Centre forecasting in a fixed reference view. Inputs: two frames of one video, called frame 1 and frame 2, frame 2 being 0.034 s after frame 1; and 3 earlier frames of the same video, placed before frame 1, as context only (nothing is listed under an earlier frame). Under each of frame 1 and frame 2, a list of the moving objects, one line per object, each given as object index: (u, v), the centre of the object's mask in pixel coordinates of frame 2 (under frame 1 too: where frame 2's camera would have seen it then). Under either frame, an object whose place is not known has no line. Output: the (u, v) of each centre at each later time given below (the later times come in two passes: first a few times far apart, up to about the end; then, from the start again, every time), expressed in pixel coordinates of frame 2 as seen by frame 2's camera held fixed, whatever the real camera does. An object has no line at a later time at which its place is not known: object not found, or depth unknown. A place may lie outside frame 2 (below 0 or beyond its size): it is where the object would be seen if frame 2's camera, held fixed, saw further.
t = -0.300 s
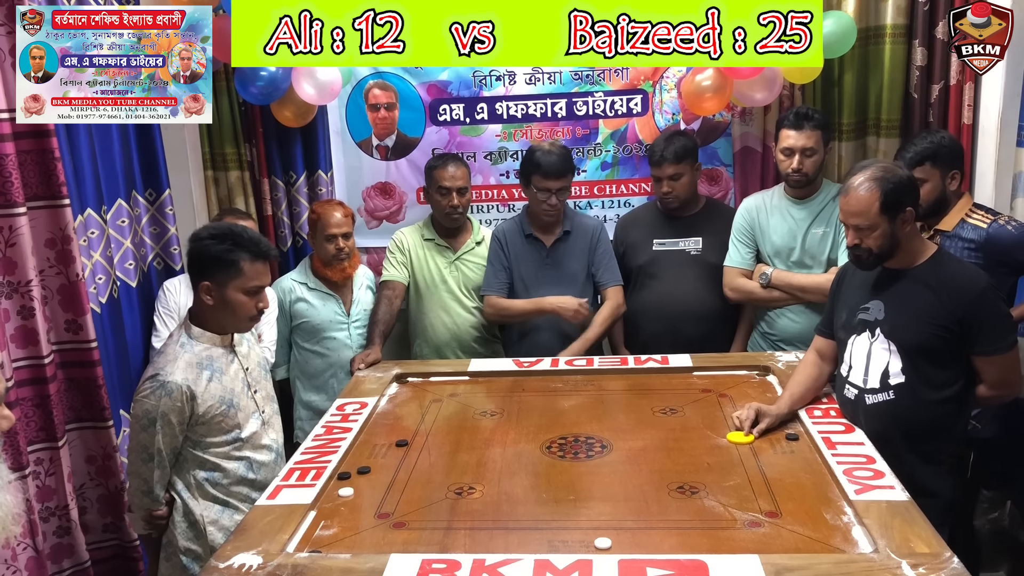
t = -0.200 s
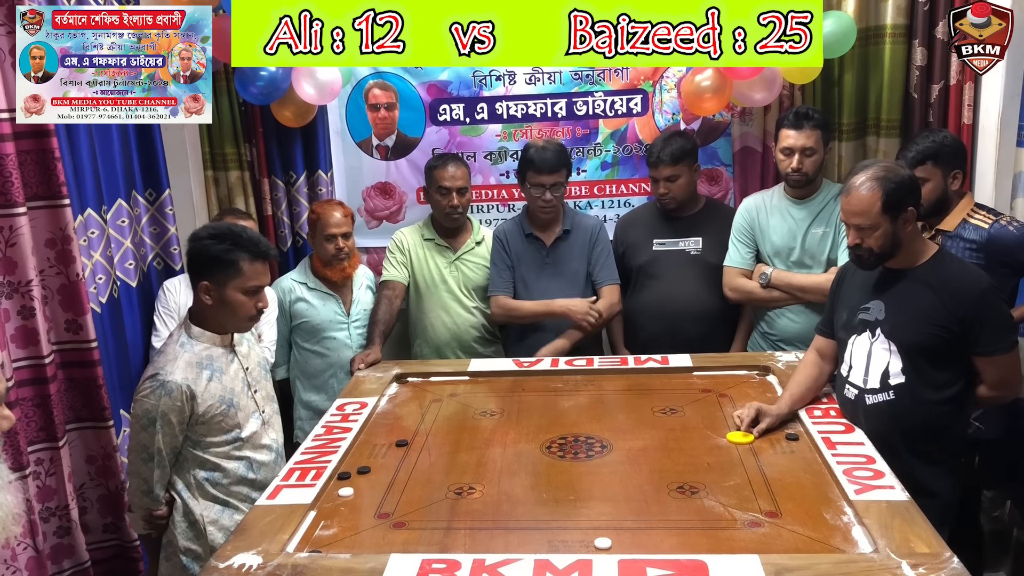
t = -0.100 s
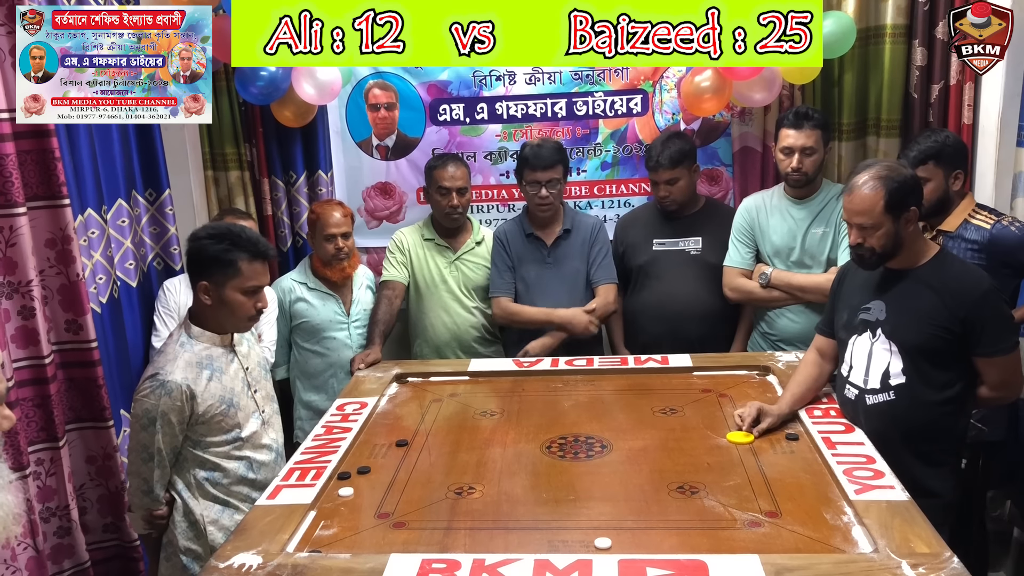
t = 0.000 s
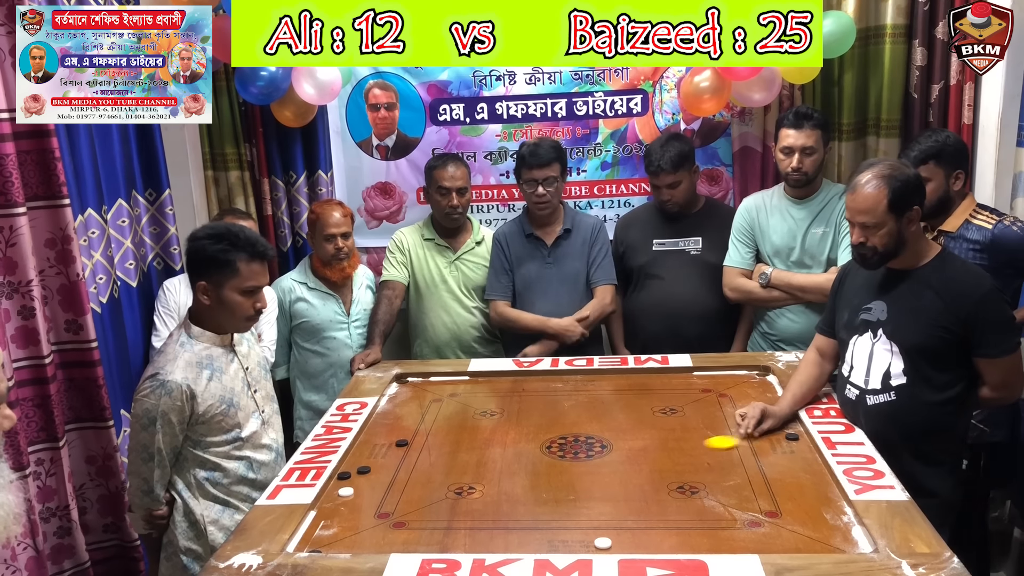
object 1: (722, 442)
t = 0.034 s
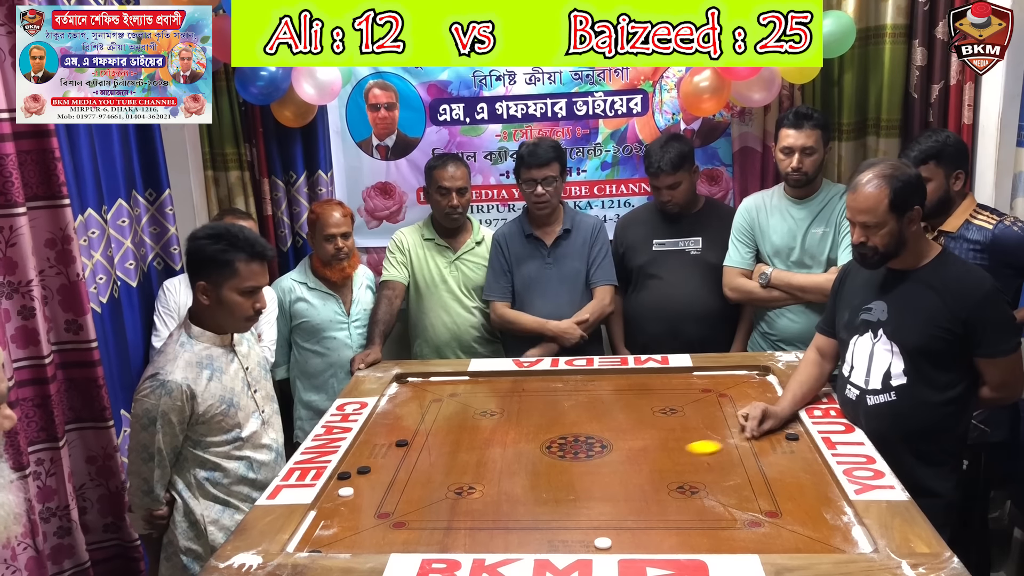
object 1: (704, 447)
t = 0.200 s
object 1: (616, 472)
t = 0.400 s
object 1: (519, 499)
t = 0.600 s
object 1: (439, 522)
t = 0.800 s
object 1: (373, 542)
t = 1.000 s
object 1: (334, 549)
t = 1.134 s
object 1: (332, 548)
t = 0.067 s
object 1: (687, 452)
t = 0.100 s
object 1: (669, 457)
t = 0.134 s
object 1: (651, 462)
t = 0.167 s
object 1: (633, 467)
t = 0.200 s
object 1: (616, 472)
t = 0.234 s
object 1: (598, 477)
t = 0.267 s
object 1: (581, 481)
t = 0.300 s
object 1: (564, 486)
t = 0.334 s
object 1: (548, 491)
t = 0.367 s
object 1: (533, 495)
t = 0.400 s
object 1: (519, 499)
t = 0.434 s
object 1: (505, 503)
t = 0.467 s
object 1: (492, 507)
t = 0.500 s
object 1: (478, 511)
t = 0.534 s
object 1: (465, 515)
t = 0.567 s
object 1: (452, 519)
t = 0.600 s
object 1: (439, 522)
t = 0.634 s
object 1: (428, 526)
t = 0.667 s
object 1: (416, 529)
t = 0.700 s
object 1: (404, 533)
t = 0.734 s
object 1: (393, 536)
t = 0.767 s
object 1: (383, 539)
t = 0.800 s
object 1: (373, 542)
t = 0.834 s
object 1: (363, 544)
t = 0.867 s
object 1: (355, 546)
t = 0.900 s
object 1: (346, 547)
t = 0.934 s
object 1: (339, 549)
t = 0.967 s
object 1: (336, 549)
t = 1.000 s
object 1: (334, 549)
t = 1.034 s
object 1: (332, 549)
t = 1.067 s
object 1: (332, 549)
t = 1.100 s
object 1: (332, 549)
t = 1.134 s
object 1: (332, 548)
